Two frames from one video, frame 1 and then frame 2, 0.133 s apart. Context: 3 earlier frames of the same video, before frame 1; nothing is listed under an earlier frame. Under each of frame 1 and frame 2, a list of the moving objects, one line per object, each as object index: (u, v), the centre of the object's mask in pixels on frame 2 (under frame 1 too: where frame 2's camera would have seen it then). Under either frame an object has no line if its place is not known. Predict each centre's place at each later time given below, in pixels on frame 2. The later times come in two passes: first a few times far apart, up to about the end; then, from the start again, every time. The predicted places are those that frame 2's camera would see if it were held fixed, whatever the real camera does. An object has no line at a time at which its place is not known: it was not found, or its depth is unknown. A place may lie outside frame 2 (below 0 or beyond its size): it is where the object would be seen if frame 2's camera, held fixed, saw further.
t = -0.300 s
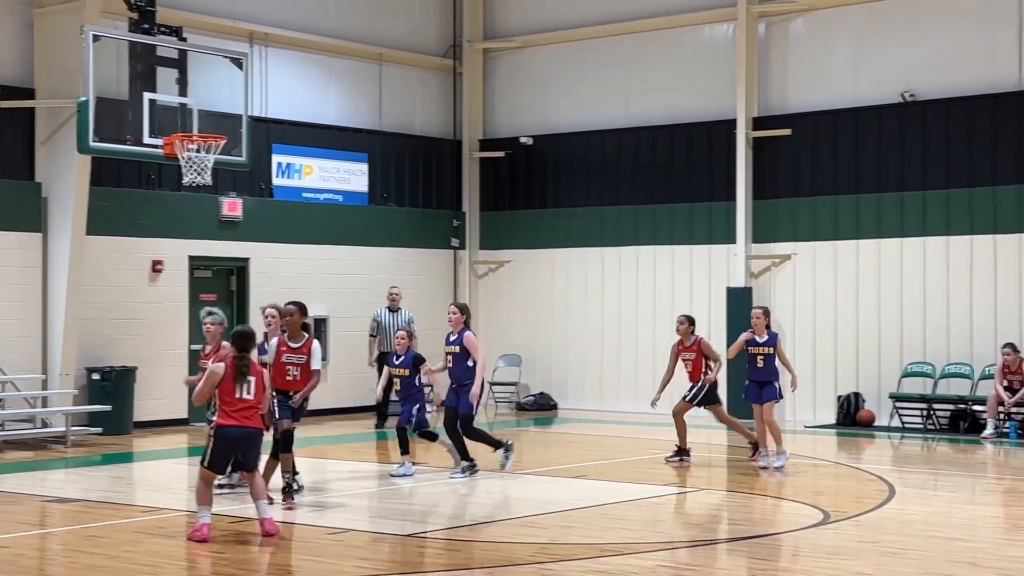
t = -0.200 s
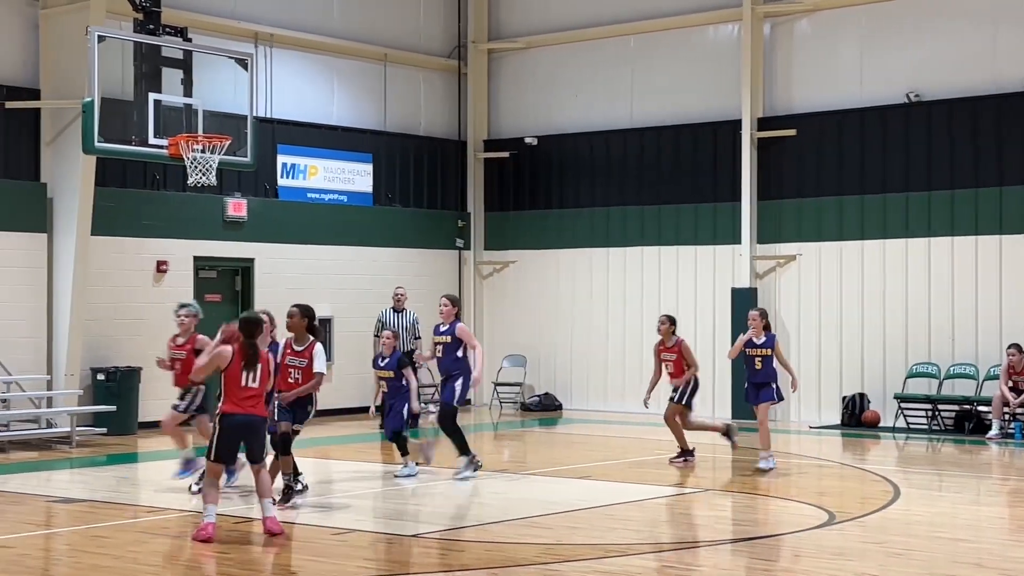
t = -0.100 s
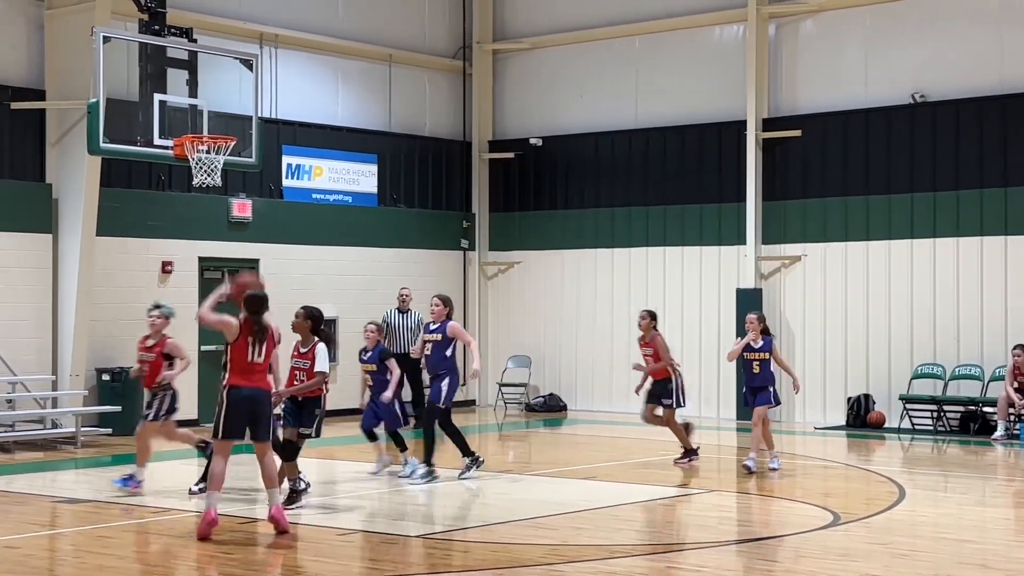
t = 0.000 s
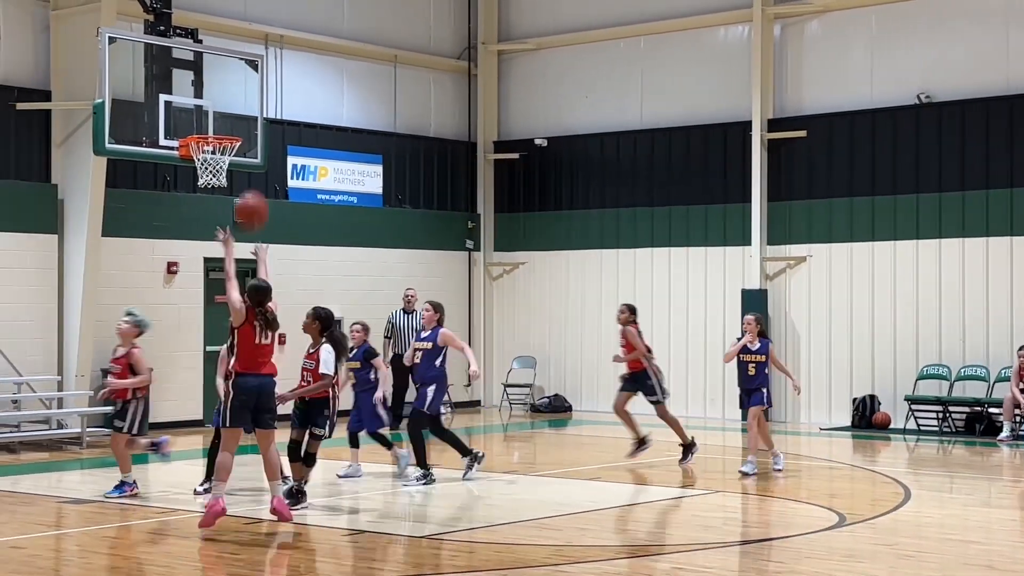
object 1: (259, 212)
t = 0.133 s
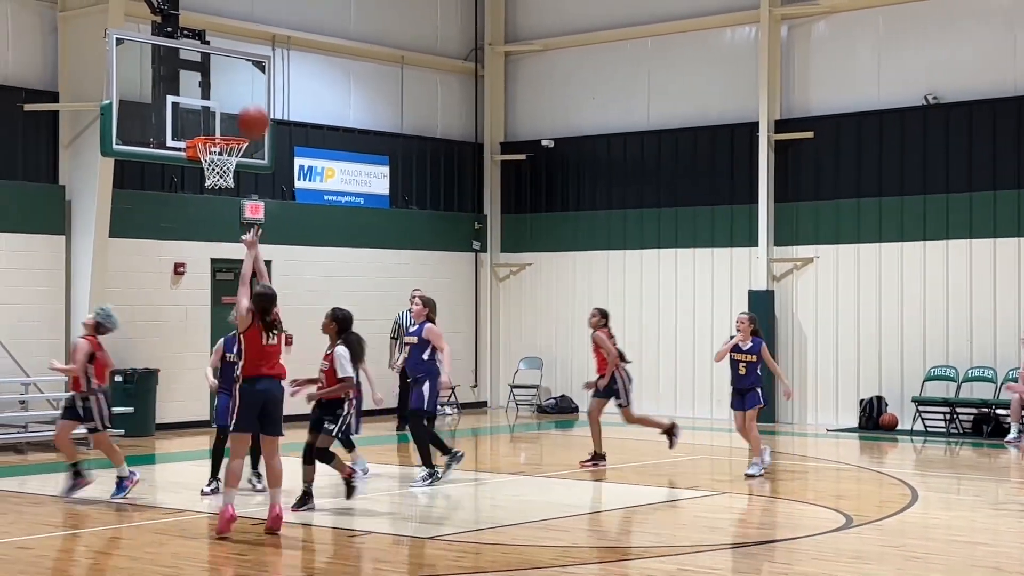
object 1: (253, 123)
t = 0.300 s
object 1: (245, 51)
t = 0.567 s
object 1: (234, 19)
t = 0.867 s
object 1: (225, 81)
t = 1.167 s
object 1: (220, 149)
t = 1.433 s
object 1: (220, 183)
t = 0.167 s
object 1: (251, 104)
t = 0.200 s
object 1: (250, 88)
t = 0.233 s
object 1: (248, 74)
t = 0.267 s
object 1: (247, 62)
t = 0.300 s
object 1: (245, 51)
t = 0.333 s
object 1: (244, 42)
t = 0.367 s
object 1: (243, 34)
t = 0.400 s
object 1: (241, 28)
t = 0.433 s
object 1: (240, 24)
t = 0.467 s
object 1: (238, 21)
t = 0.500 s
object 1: (237, 19)
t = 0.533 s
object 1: (236, 19)
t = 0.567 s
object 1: (234, 19)
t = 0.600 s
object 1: (233, 22)
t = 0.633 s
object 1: (232, 25)
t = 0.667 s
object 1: (231, 30)
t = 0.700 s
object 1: (230, 36)
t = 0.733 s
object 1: (228, 42)
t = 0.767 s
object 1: (227, 50)
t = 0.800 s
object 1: (226, 60)
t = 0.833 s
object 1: (226, 70)
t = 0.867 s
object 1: (225, 81)
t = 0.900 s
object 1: (224, 93)
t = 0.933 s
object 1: (223, 107)
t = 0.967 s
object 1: (222, 121)
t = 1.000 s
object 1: (221, 130)
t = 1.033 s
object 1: (220, 145)
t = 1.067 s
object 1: (222, 153)
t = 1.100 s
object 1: (225, 155)
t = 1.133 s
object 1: (220, 153)
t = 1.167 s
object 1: (220, 149)
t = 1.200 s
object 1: (222, 147)
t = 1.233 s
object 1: (224, 149)
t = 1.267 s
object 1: (221, 152)
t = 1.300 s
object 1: (219, 154)
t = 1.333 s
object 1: (221, 157)
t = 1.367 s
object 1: (227, 166)
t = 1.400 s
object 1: (222, 167)
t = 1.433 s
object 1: (220, 183)
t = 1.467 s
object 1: (220, 191)
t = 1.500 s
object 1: (221, 195)
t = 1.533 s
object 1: (221, 203)
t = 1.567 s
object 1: (222, 215)
